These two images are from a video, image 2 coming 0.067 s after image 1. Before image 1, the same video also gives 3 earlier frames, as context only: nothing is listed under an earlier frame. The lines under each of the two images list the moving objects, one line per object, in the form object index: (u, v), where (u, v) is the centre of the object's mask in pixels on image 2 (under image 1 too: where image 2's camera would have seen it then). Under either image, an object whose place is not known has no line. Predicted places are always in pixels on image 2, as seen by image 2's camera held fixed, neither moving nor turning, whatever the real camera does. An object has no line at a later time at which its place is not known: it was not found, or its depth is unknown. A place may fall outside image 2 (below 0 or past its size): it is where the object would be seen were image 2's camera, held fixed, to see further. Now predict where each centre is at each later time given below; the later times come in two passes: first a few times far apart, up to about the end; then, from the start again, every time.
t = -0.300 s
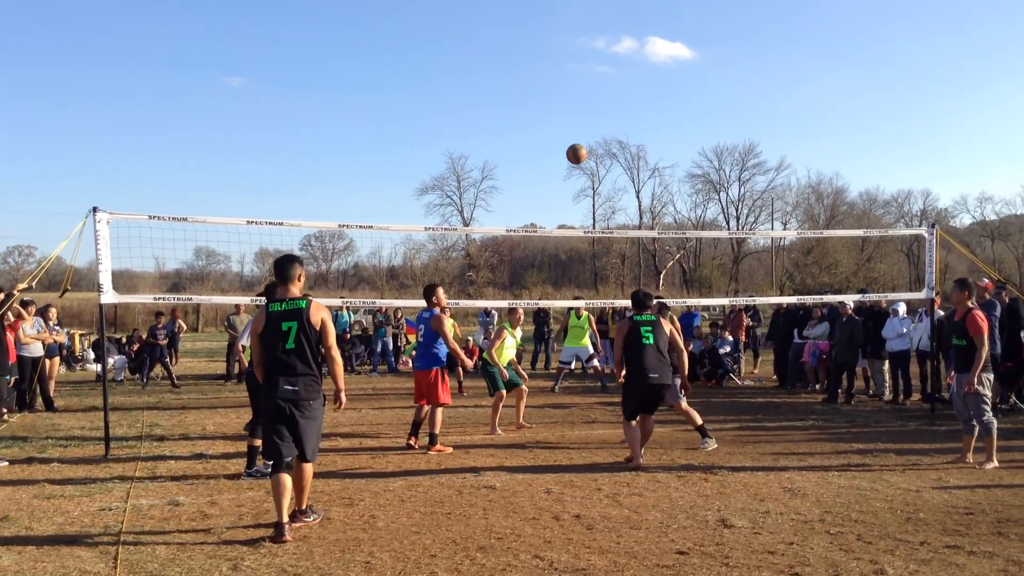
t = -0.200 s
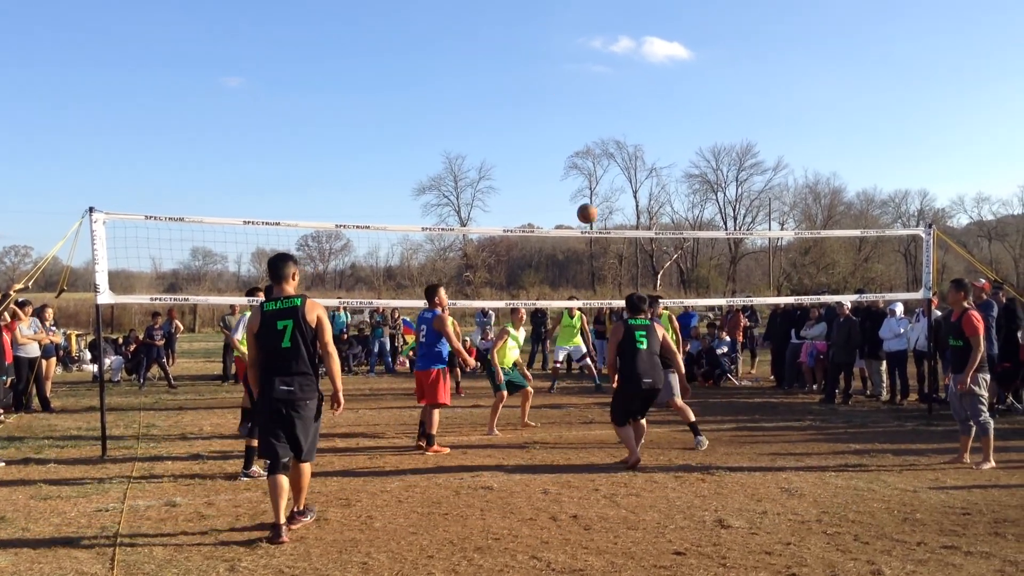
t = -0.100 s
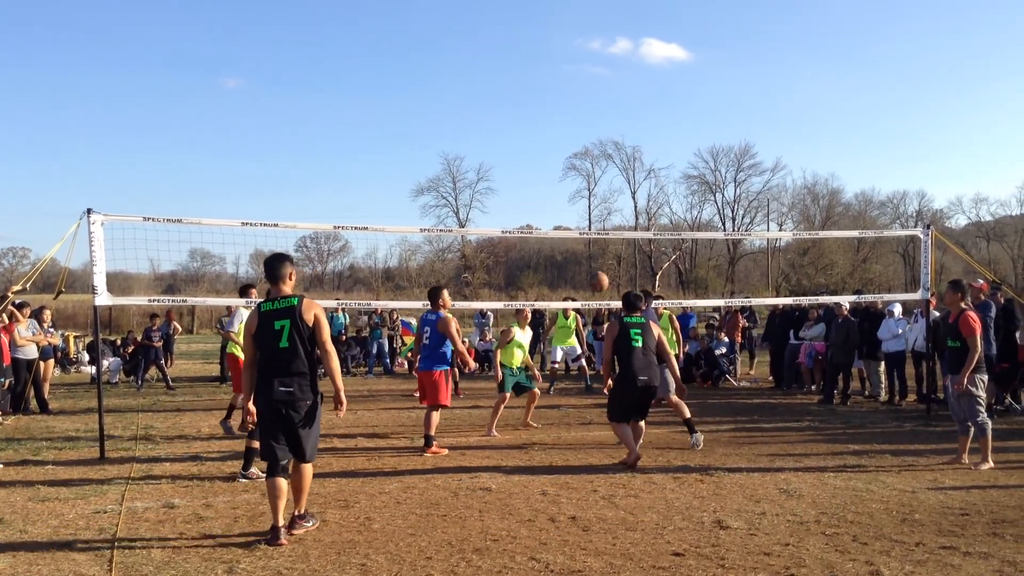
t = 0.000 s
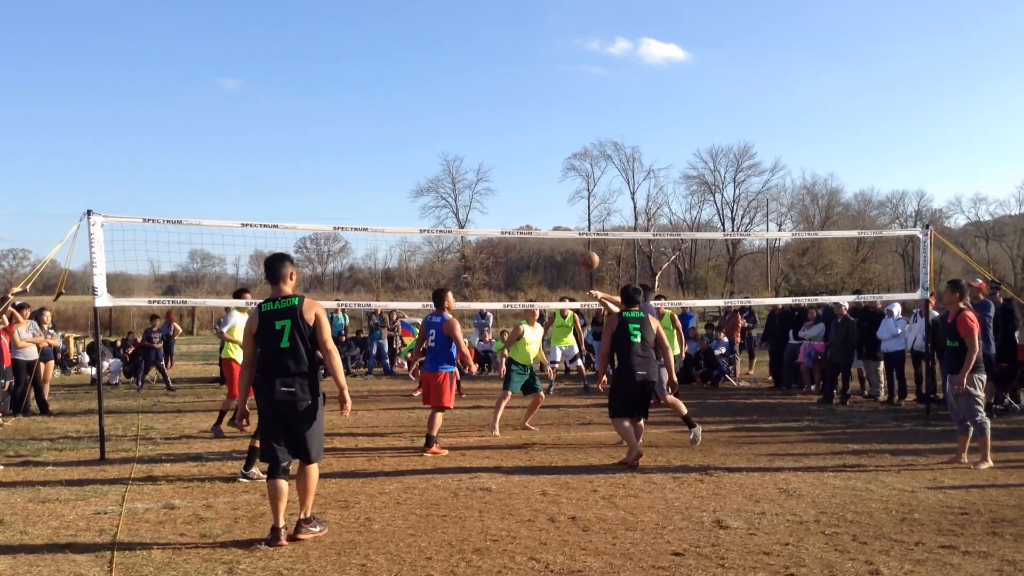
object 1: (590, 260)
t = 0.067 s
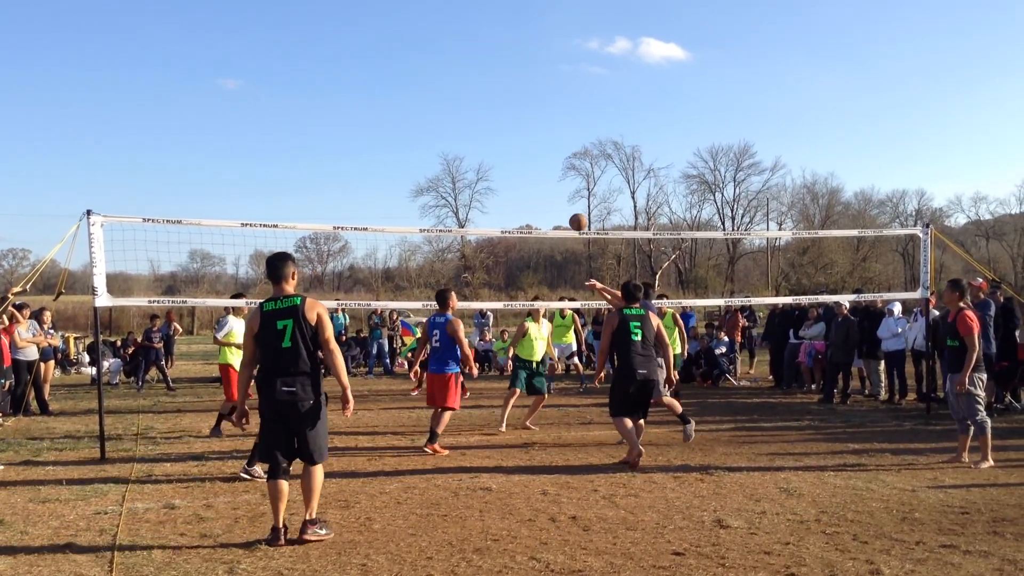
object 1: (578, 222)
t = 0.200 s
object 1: (559, 167)
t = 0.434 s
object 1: (532, 120)
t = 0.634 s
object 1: (513, 118)
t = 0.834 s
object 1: (497, 140)
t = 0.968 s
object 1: (488, 167)
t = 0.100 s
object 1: (573, 206)
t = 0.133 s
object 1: (568, 191)
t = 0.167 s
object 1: (564, 178)
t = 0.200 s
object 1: (559, 167)
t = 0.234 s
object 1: (555, 156)
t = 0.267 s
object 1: (550, 148)
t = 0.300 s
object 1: (546, 140)
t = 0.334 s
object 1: (543, 133)
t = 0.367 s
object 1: (539, 128)
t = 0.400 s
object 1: (535, 124)
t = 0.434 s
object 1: (532, 120)
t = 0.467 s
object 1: (528, 118)
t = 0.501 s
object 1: (525, 116)
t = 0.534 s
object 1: (522, 116)
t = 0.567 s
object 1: (519, 116)
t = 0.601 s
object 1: (516, 116)
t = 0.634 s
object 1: (513, 118)
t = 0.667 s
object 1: (510, 120)
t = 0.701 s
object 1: (507, 123)
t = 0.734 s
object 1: (505, 127)
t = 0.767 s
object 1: (502, 131)
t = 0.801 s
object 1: (500, 135)
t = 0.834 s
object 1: (497, 140)
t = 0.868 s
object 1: (495, 146)
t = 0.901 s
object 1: (492, 153)
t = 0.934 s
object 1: (490, 159)
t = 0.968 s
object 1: (488, 167)
